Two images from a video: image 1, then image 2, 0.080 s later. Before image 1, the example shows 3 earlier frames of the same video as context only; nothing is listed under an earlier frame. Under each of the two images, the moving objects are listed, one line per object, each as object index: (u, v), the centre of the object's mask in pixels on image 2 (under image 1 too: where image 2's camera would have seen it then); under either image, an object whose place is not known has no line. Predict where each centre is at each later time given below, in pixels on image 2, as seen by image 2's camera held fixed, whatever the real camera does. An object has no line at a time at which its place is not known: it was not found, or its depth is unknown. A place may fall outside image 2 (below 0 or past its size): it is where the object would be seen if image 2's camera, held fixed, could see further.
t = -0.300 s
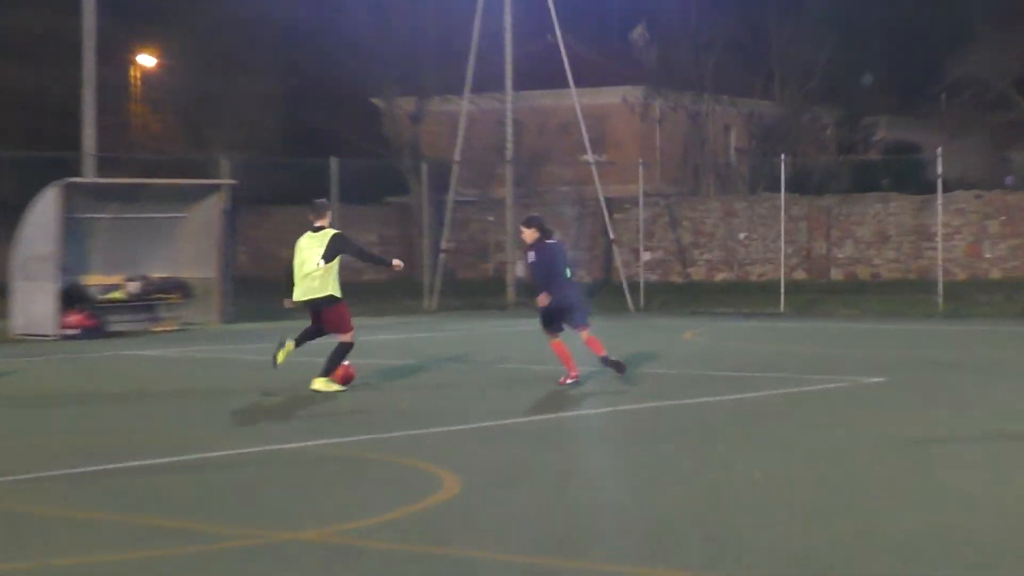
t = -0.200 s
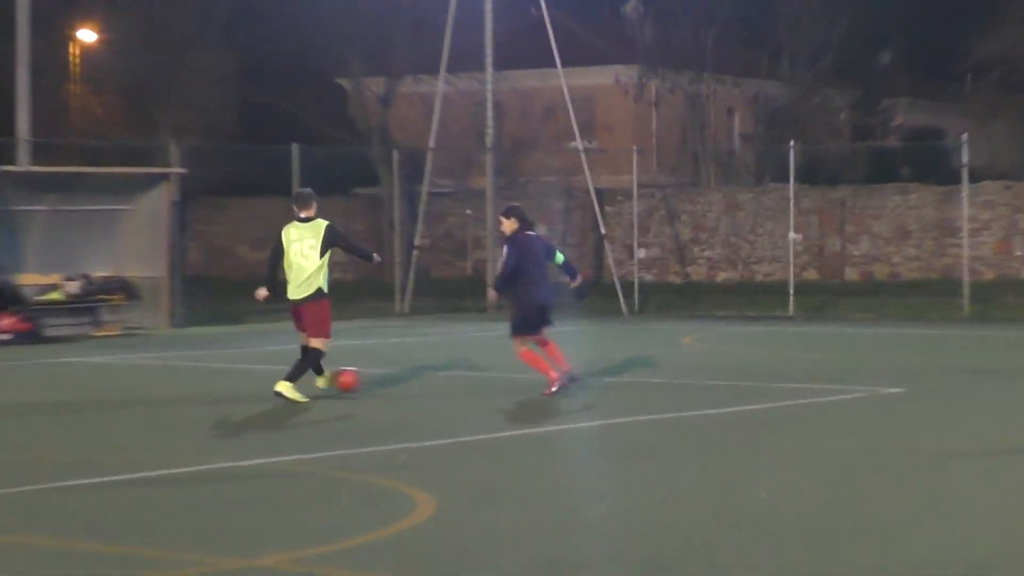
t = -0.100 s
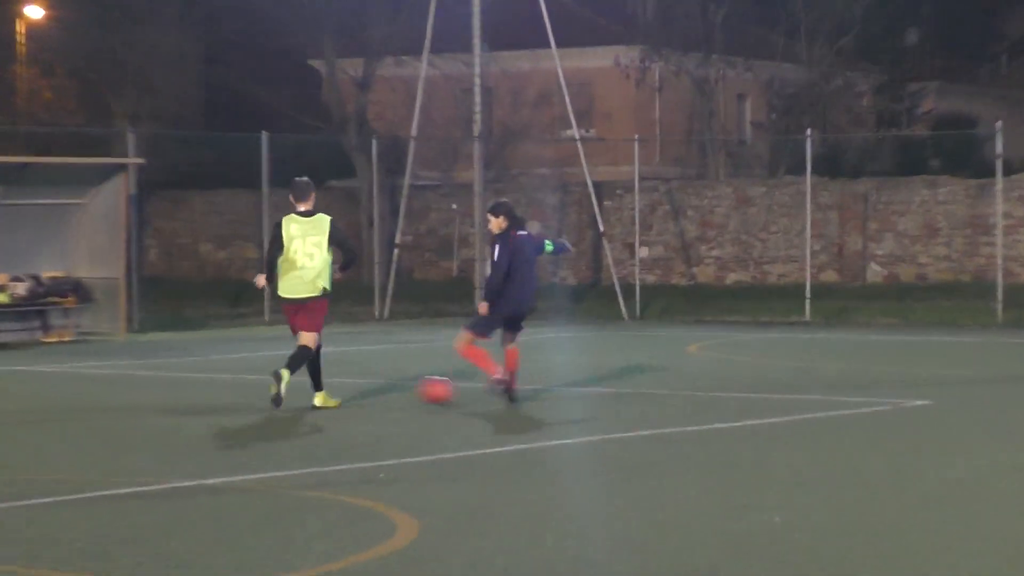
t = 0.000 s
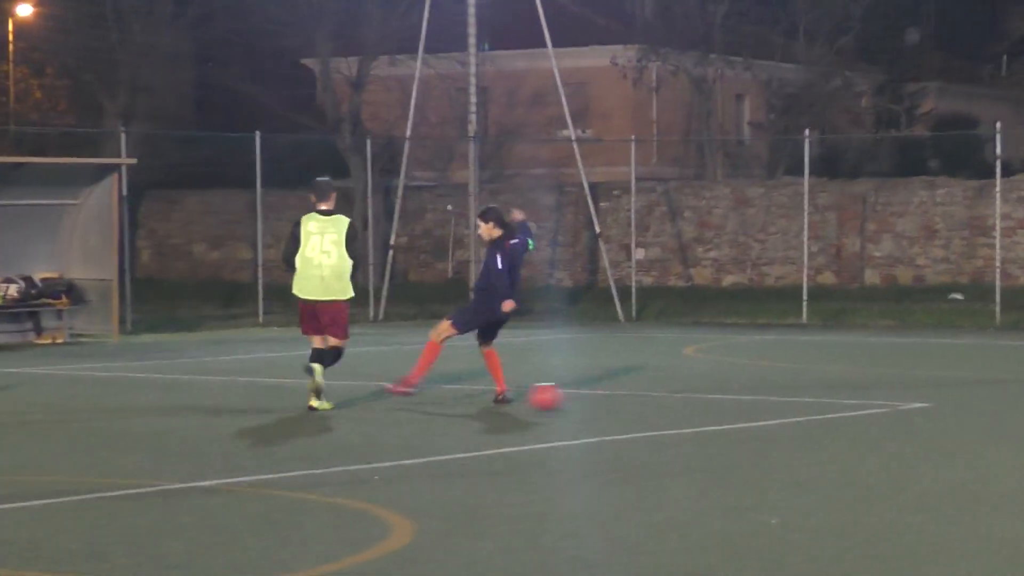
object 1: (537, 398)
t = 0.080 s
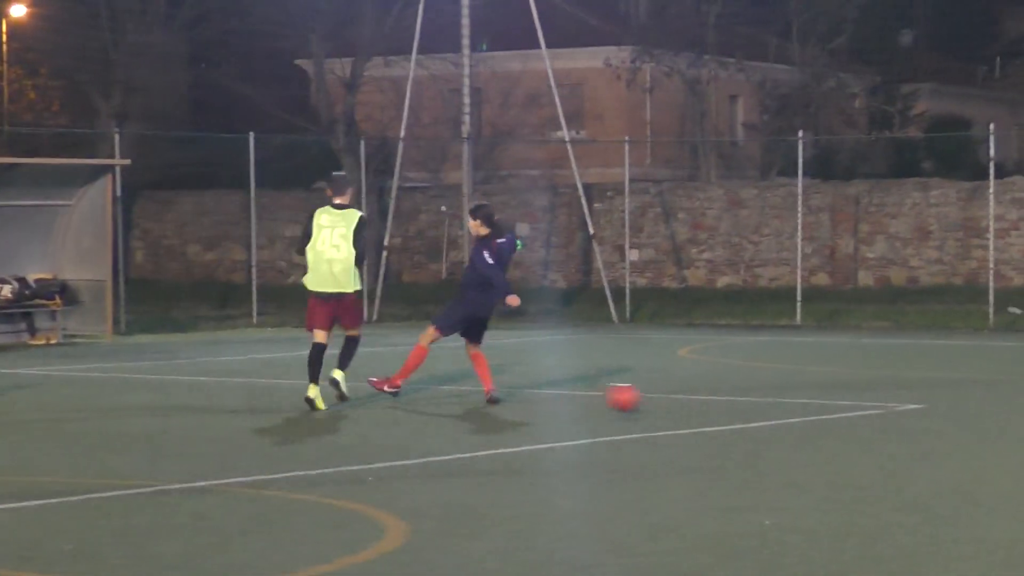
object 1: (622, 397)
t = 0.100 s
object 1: (645, 398)
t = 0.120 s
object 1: (666, 400)
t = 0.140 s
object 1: (687, 403)
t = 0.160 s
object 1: (708, 403)
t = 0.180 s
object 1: (727, 402)
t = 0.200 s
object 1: (746, 401)
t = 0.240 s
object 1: (785, 401)
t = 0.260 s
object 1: (804, 402)
